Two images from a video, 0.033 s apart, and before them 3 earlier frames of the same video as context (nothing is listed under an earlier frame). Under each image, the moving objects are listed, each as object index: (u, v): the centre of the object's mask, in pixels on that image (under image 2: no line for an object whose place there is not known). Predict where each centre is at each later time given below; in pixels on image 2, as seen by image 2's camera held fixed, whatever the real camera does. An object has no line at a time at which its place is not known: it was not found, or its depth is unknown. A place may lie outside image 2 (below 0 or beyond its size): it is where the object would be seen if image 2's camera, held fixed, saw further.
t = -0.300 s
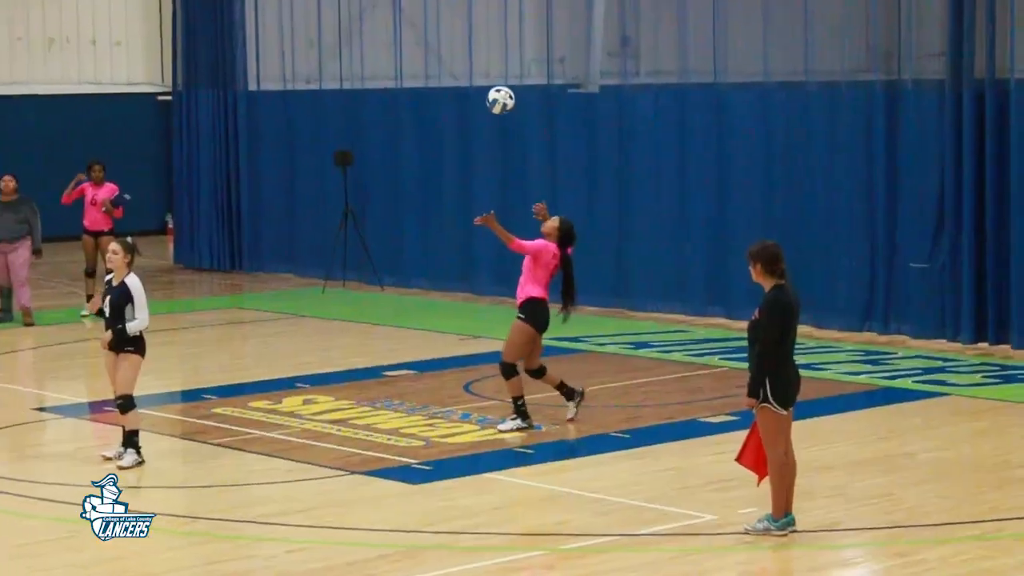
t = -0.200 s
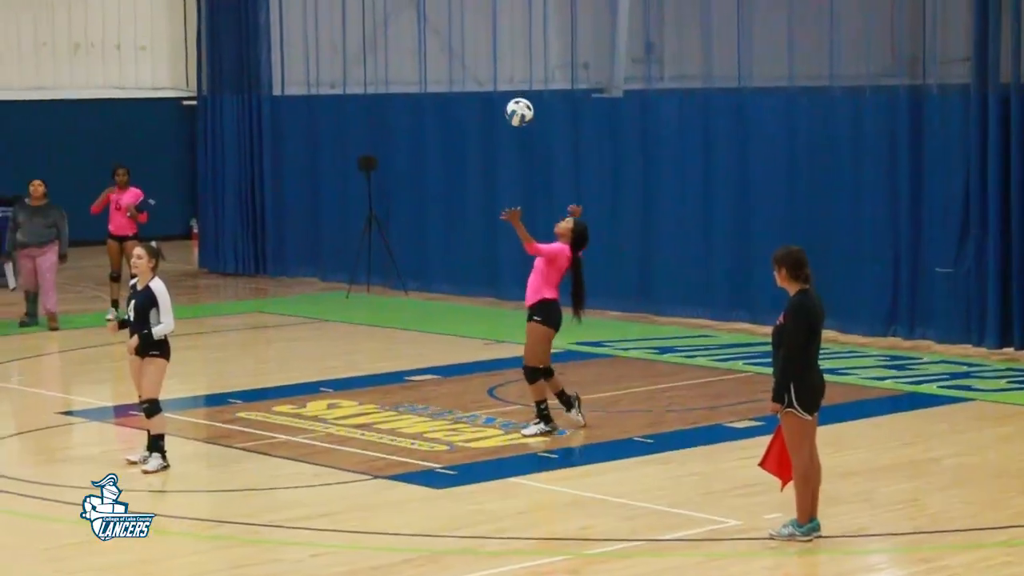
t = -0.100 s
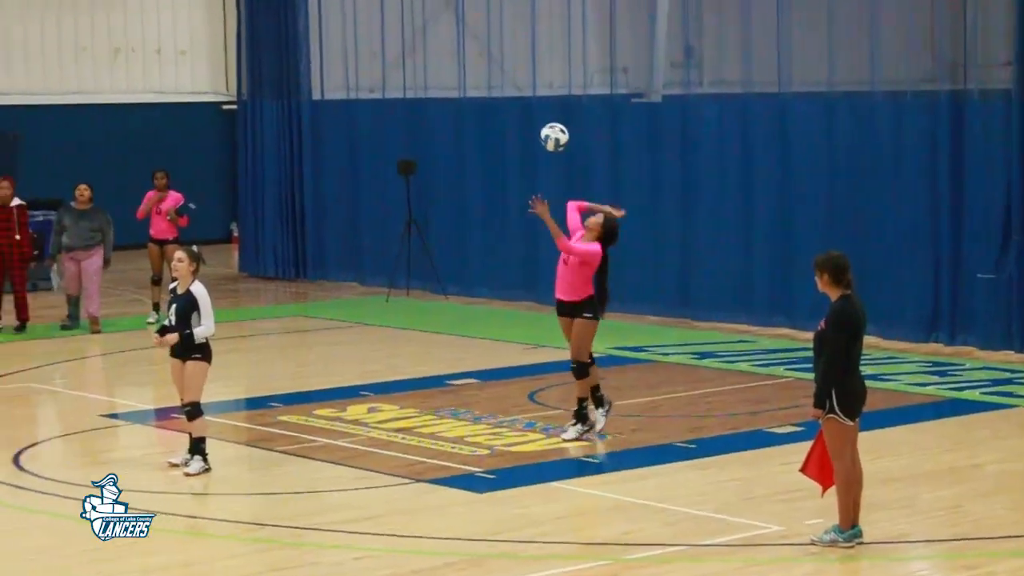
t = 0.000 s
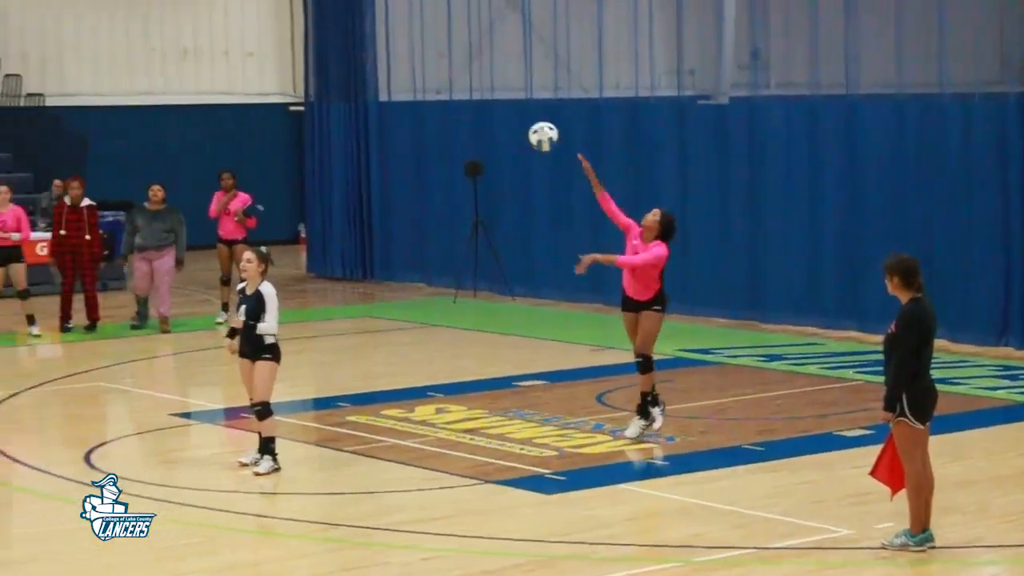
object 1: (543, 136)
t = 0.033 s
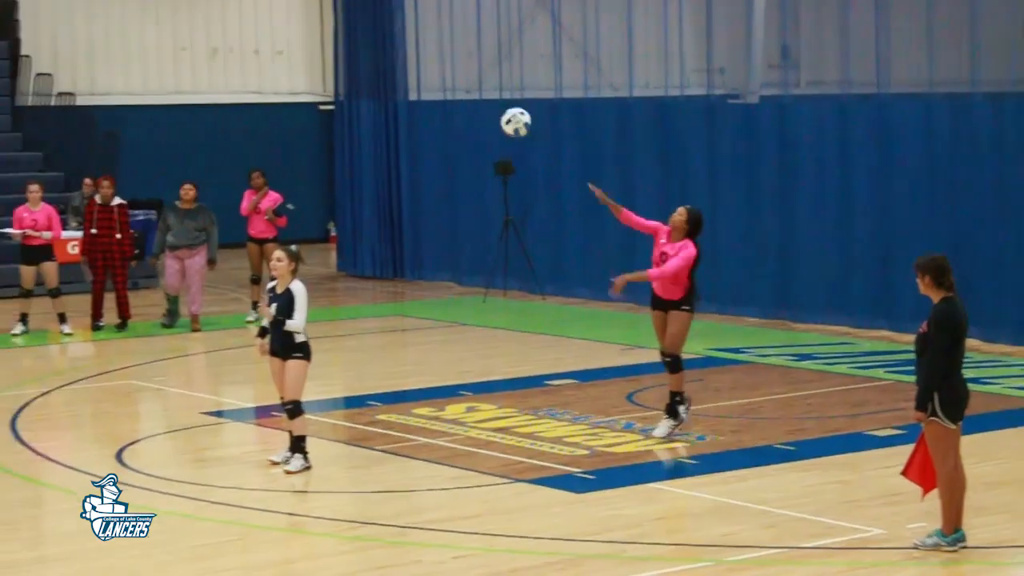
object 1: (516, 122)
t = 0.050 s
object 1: (488, 116)
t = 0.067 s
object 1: (460, 109)
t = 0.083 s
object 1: (432, 104)
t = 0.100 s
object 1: (403, 98)
